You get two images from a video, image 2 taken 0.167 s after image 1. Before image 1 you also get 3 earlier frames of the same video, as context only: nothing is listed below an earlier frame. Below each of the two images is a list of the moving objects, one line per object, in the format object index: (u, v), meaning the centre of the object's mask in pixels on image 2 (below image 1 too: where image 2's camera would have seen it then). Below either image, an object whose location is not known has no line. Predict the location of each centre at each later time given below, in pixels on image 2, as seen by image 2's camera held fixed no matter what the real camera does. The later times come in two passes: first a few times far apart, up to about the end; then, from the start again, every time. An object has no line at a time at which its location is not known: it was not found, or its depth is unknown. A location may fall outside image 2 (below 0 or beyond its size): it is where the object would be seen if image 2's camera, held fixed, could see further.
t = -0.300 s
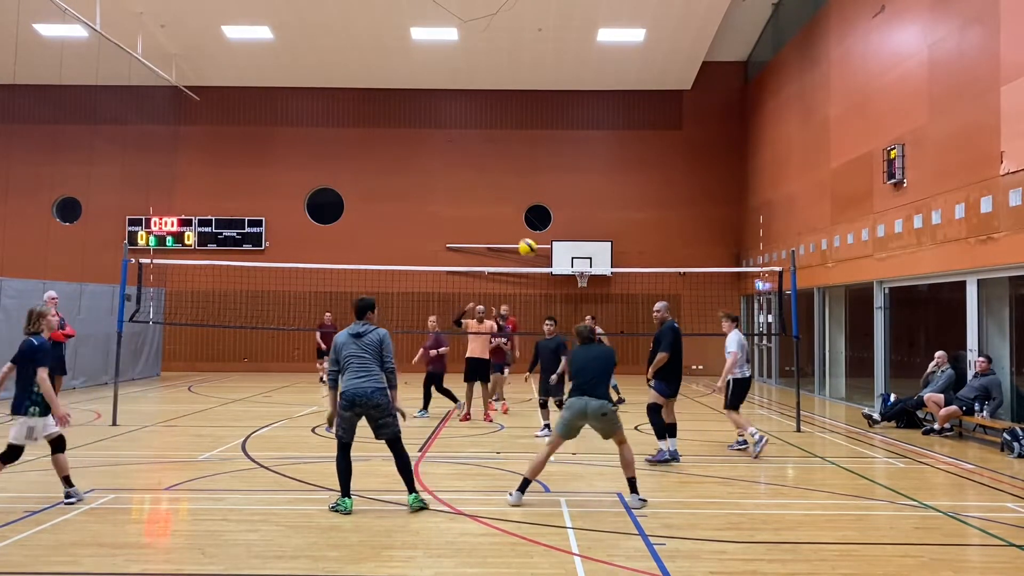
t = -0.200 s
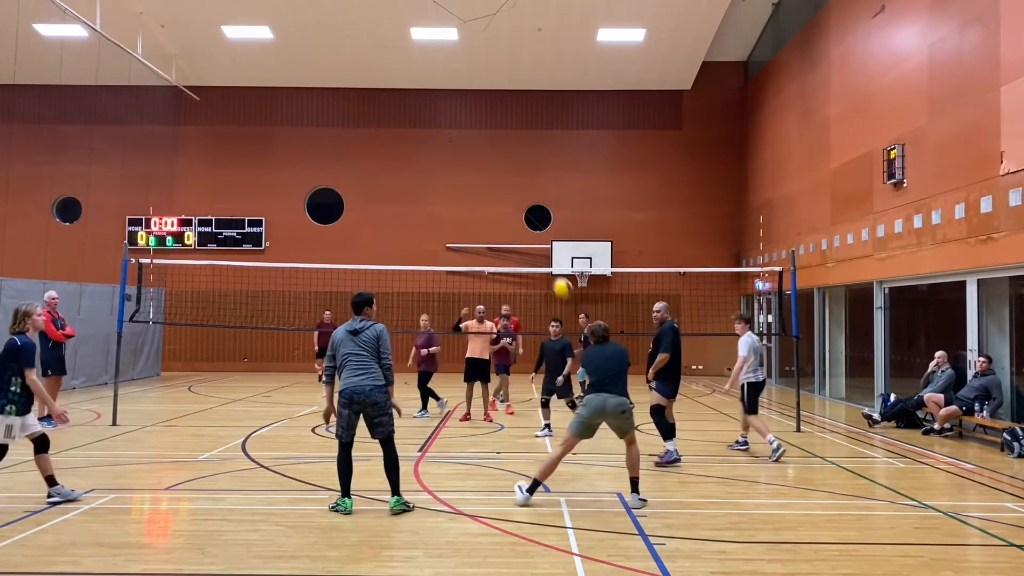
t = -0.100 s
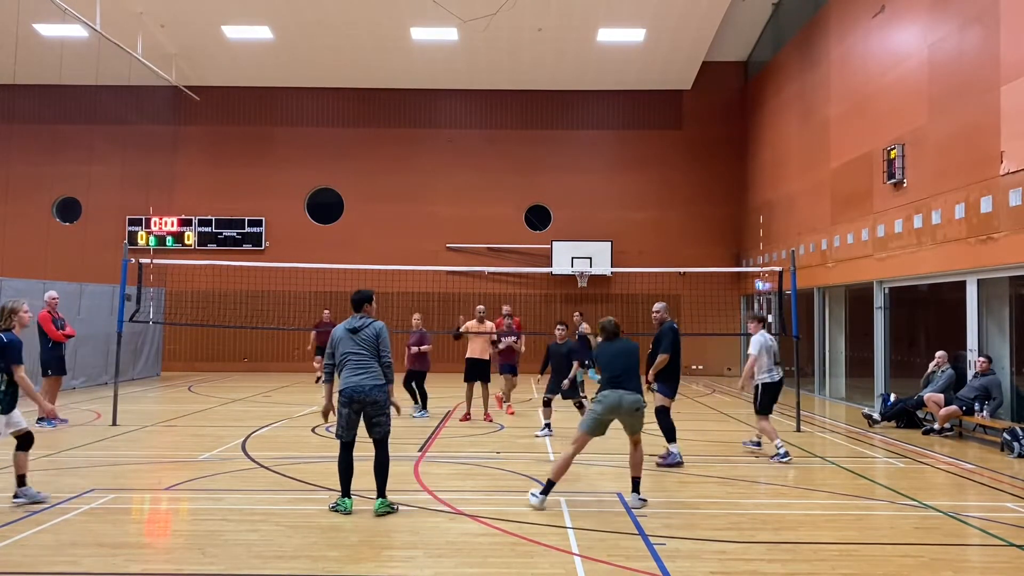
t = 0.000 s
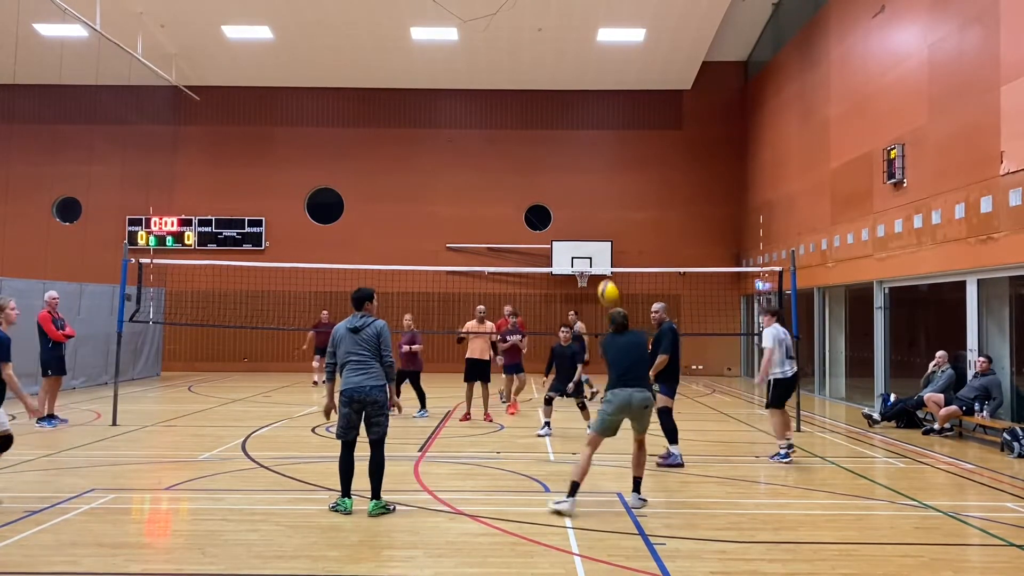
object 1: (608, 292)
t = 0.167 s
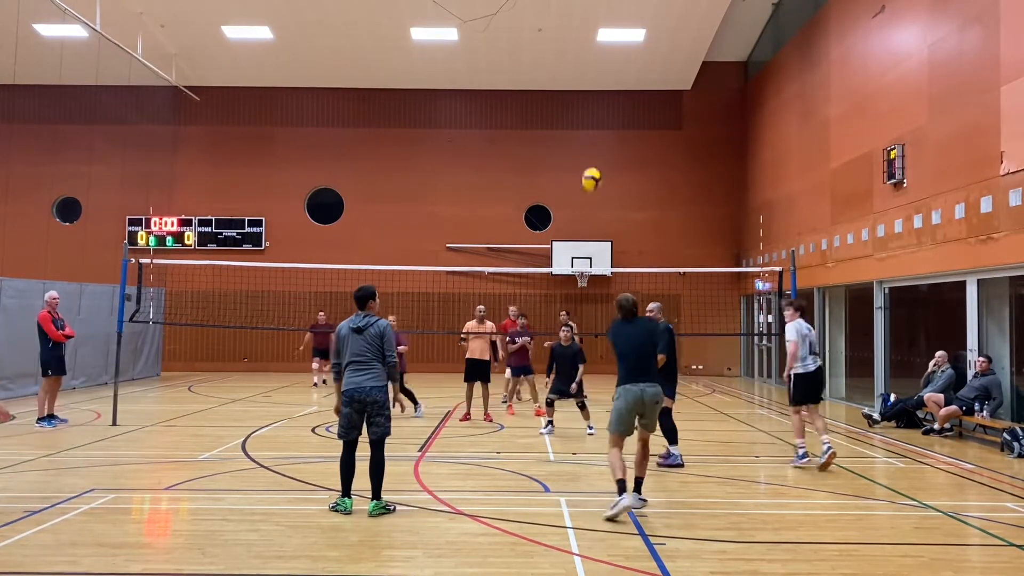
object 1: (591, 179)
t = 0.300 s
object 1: (580, 116)
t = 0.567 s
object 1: (559, 46)
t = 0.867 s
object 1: (538, 46)
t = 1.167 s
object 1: (518, 112)
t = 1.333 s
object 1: (508, 172)
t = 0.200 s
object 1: (588, 161)
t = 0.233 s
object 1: (585, 144)
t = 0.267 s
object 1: (583, 129)
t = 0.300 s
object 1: (580, 116)
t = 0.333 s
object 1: (577, 102)
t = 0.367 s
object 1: (574, 91)
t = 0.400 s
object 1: (571, 81)
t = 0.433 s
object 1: (569, 71)
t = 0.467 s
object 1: (566, 64)
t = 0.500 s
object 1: (564, 57)
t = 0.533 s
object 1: (562, 50)
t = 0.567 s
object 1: (559, 46)
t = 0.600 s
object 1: (557, 41)
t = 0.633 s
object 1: (554, 39)
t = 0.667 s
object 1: (552, 38)
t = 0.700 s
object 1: (549, 37)
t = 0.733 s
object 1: (546, 36)
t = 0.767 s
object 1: (544, 37)
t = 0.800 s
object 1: (542, 39)
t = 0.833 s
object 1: (540, 42)
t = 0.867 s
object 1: (538, 46)
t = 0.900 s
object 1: (536, 50)
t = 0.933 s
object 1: (533, 55)
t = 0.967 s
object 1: (531, 61)
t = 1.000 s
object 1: (529, 67)
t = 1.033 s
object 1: (526, 74)
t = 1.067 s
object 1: (524, 83)
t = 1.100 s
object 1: (522, 92)
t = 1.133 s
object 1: (520, 102)
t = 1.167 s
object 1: (518, 112)
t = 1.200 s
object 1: (516, 123)
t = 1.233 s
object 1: (514, 134)
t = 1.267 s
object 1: (512, 146)
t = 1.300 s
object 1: (510, 159)
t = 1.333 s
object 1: (508, 172)
